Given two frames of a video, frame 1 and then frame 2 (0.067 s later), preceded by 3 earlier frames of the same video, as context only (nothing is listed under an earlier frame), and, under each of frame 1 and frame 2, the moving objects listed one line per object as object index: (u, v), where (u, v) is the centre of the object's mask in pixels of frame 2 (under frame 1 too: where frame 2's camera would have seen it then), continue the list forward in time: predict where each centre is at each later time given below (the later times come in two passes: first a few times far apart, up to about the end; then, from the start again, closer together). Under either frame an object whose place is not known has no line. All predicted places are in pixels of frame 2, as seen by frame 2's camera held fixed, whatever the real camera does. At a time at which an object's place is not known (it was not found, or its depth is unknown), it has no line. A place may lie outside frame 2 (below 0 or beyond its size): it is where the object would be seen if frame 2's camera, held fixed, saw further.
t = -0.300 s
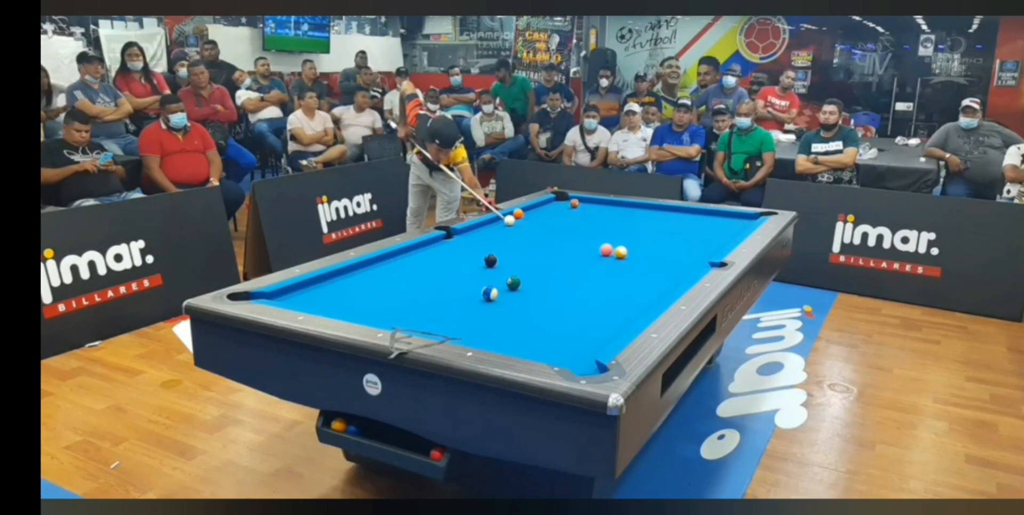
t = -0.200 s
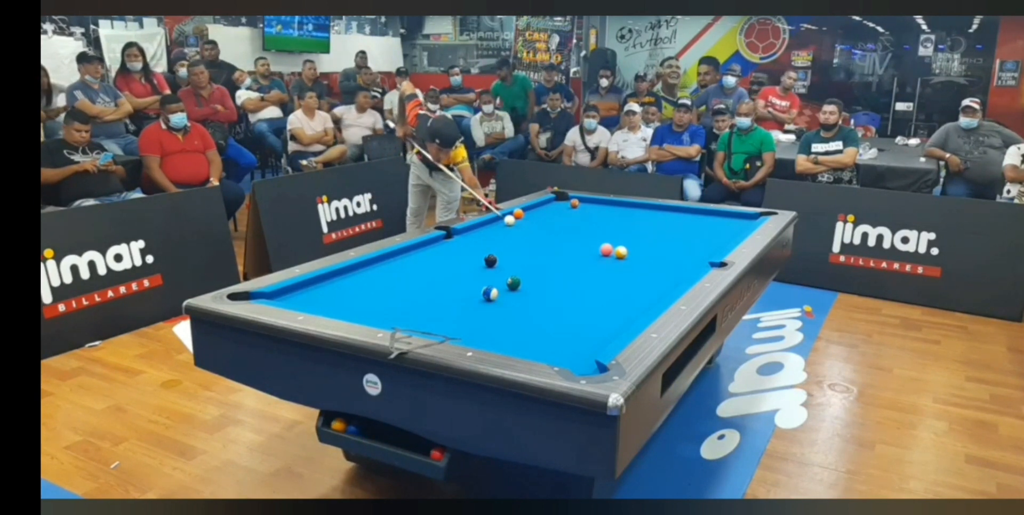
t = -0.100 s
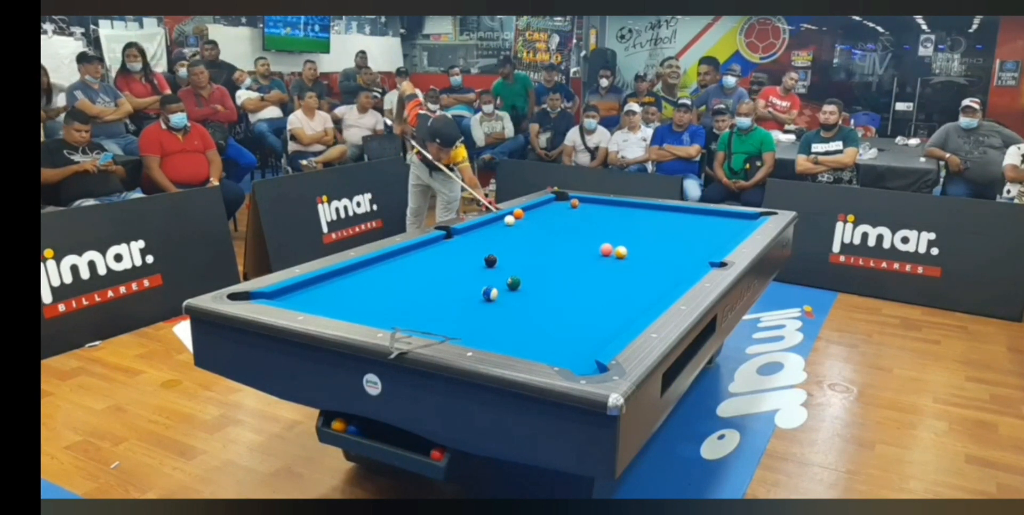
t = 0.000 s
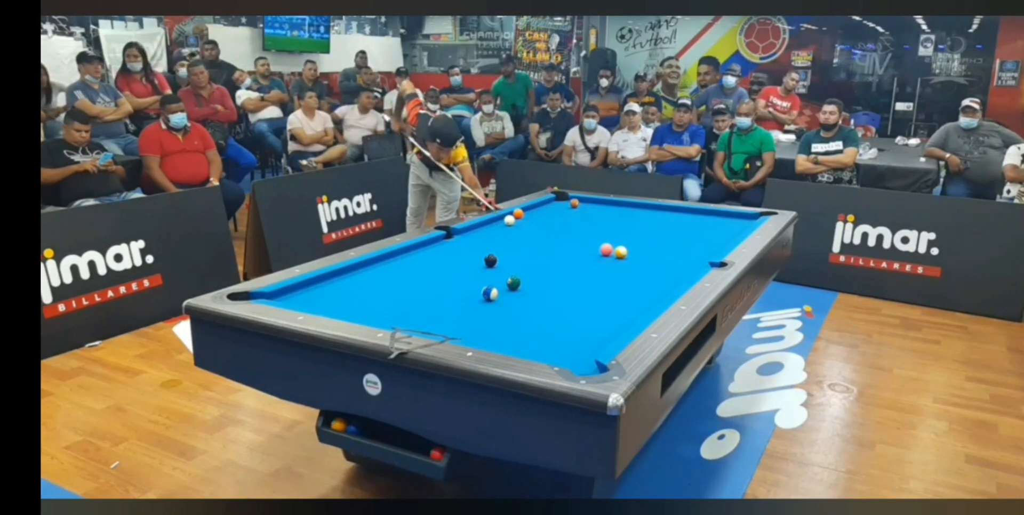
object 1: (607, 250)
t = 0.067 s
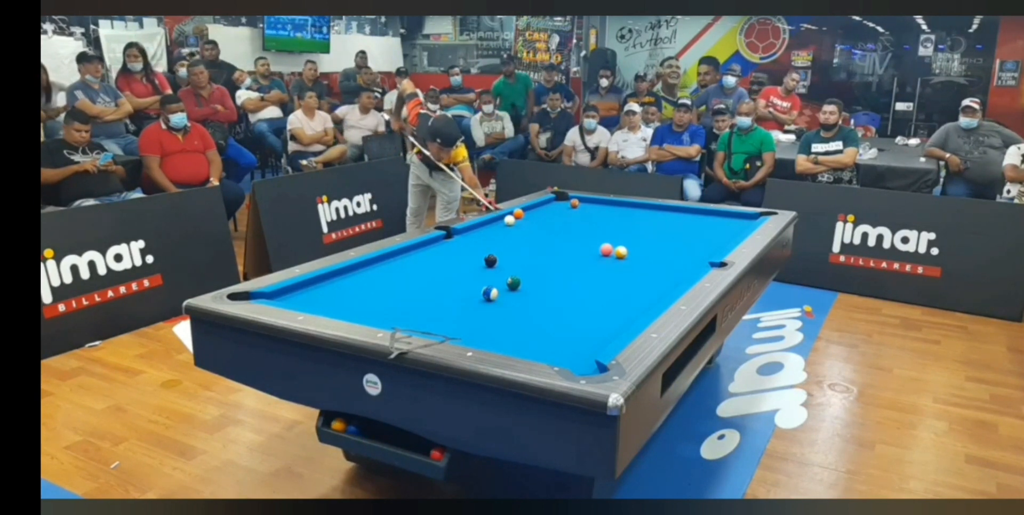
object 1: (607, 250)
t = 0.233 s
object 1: (608, 250)
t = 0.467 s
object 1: (608, 250)
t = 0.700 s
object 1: (610, 251)
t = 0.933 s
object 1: (607, 253)
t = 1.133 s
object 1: (606, 255)
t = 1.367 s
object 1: (603, 257)
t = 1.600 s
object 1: (602, 258)
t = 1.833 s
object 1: (600, 260)
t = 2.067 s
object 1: (599, 261)
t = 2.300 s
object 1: (598, 262)
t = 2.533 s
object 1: (597, 263)
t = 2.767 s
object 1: (596, 264)
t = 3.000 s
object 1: (596, 265)
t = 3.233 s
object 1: (596, 265)
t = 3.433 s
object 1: (596, 265)
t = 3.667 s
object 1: (596, 265)
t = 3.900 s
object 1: (596, 265)
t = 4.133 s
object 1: (596, 265)
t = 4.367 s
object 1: (596, 265)
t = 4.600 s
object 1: (596, 265)
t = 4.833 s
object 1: (596, 265)
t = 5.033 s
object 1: (595, 265)
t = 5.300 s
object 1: (595, 265)
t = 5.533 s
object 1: (595, 265)
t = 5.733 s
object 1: (595, 265)
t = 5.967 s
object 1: (595, 265)
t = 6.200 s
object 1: (595, 265)
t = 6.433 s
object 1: (595, 265)
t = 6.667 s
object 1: (595, 265)
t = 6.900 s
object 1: (595, 265)
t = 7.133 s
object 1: (595, 265)
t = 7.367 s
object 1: (595, 265)
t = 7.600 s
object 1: (595, 265)
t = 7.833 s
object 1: (595, 265)
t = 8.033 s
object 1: (596, 265)
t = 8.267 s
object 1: (596, 265)
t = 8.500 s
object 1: (596, 265)
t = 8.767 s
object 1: (596, 265)
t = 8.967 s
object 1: (596, 265)
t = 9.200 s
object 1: (596, 265)
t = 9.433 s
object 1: (596, 265)
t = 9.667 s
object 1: (596, 265)
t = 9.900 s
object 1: (596, 265)
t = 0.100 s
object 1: (607, 250)
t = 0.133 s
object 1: (607, 250)
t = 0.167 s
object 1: (607, 250)
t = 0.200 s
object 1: (607, 250)
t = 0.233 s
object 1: (608, 250)
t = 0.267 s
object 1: (607, 250)
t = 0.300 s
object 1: (607, 250)
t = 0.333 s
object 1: (607, 250)
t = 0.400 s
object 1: (607, 250)
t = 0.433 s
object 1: (607, 250)
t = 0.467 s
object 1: (608, 250)
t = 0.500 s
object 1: (608, 250)
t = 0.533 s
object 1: (607, 250)
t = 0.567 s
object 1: (607, 250)
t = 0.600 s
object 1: (609, 250)
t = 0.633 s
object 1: (610, 251)
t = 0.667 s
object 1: (610, 251)
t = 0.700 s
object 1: (610, 251)
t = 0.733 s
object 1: (609, 251)
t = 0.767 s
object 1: (609, 252)
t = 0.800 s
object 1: (608, 252)
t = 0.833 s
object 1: (608, 253)
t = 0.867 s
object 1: (608, 253)
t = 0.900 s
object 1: (607, 253)
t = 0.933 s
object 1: (607, 253)
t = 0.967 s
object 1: (607, 254)
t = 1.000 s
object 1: (607, 254)
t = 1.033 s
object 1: (606, 254)
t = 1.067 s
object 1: (606, 254)
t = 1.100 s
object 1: (606, 255)
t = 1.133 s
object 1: (606, 255)
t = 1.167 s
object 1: (605, 255)
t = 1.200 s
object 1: (605, 255)
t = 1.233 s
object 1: (605, 256)
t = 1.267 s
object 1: (604, 256)
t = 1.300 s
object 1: (604, 256)
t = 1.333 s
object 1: (604, 256)
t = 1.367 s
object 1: (603, 257)
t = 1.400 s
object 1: (603, 257)
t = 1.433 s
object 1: (603, 257)
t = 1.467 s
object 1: (603, 257)
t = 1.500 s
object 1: (602, 257)
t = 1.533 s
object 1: (602, 258)
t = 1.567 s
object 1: (602, 258)
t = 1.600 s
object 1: (602, 258)
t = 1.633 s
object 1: (602, 258)
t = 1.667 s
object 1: (601, 259)
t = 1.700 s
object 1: (601, 259)
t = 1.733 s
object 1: (601, 259)
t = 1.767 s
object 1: (601, 259)
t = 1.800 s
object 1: (601, 259)
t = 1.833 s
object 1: (600, 260)
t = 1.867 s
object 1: (600, 260)
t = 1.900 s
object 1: (600, 260)
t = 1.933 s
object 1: (600, 260)
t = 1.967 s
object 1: (600, 260)
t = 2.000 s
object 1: (599, 261)
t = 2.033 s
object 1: (599, 261)
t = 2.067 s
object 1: (599, 261)
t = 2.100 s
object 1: (599, 261)
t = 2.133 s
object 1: (599, 261)
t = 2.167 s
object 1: (599, 262)
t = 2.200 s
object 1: (598, 262)
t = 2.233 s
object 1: (598, 262)
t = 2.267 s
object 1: (598, 262)
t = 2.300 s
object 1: (598, 262)
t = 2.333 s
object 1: (598, 262)
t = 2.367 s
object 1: (598, 263)
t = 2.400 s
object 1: (597, 263)
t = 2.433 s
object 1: (597, 263)
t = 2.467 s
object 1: (597, 263)
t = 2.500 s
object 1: (597, 263)
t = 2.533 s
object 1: (597, 263)
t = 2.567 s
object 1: (597, 263)
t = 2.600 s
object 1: (597, 264)
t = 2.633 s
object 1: (597, 264)
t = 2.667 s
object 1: (597, 264)
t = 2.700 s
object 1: (597, 264)
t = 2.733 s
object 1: (597, 264)
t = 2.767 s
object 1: (596, 264)
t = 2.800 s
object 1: (596, 264)
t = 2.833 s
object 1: (596, 264)
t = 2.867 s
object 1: (596, 264)
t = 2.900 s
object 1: (596, 264)
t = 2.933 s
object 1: (597, 265)
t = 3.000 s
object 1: (596, 265)
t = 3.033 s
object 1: (596, 265)
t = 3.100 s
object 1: (596, 265)
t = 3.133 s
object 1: (596, 265)
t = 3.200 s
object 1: (596, 265)
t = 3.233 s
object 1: (596, 265)
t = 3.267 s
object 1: (596, 265)
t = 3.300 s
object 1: (596, 265)
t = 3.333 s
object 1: (596, 265)
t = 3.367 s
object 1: (596, 265)
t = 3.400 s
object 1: (596, 265)
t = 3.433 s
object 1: (596, 265)
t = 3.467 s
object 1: (596, 265)
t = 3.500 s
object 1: (596, 265)
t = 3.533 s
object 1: (596, 265)
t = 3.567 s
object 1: (596, 265)
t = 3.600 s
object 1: (596, 265)
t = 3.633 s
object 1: (596, 265)
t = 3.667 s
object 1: (596, 265)
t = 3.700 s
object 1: (596, 265)
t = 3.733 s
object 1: (596, 265)
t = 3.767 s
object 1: (596, 265)
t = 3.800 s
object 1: (596, 265)
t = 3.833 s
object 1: (596, 265)
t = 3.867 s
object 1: (596, 265)
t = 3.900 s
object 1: (596, 265)
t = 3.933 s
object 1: (596, 265)
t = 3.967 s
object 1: (596, 265)
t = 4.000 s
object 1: (596, 265)
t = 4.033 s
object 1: (596, 265)
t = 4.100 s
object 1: (596, 265)
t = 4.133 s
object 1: (596, 265)
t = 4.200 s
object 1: (596, 265)
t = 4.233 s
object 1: (596, 265)
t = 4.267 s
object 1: (596, 265)
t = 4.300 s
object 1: (596, 265)
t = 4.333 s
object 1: (596, 265)
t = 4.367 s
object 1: (596, 265)
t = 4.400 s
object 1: (596, 265)
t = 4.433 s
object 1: (596, 265)
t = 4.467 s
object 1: (596, 265)
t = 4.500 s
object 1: (596, 265)
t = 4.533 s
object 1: (596, 265)
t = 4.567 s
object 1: (596, 265)
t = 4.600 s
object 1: (596, 265)
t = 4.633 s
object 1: (596, 265)
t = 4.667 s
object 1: (596, 265)
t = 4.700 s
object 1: (596, 265)
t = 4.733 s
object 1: (596, 265)
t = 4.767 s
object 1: (596, 265)
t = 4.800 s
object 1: (596, 265)
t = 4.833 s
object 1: (596, 265)
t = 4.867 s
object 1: (596, 265)
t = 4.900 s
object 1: (596, 265)
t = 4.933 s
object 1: (596, 265)
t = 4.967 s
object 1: (596, 265)
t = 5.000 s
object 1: (596, 265)
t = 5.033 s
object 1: (595, 265)
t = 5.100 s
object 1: (595, 265)
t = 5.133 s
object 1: (595, 265)
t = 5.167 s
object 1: (595, 265)
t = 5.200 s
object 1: (595, 265)
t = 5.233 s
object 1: (595, 265)
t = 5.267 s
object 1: (595, 265)
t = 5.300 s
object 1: (595, 265)
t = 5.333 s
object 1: (595, 265)
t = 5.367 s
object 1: (595, 265)
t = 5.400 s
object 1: (595, 265)
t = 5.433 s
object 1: (595, 265)
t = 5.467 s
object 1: (595, 265)
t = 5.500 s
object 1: (595, 265)
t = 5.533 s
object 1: (595, 265)
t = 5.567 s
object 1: (595, 265)
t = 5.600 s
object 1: (595, 265)
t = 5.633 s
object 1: (595, 265)
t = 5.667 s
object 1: (595, 265)
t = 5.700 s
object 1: (595, 265)
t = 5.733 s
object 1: (595, 265)
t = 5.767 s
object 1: (595, 265)
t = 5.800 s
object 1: (595, 265)
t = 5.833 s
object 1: (595, 265)
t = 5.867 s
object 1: (595, 265)
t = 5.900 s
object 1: (595, 265)
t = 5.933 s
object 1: (595, 265)
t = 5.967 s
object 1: (595, 265)
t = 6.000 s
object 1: (595, 265)
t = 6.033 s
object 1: (595, 265)
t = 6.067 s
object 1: (595, 265)
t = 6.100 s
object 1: (595, 265)
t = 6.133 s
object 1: (595, 265)
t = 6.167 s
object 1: (595, 265)
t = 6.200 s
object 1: (595, 265)
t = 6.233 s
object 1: (595, 265)
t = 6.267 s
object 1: (595, 265)
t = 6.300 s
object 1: (595, 265)
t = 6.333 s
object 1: (595, 265)
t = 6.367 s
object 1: (595, 265)
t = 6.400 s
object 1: (595, 265)
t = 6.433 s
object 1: (595, 265)
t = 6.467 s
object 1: (595, 265)
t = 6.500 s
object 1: (595, 265)
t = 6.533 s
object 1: (595, 265)
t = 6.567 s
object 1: (595, 265)
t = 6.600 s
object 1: (595, 265)
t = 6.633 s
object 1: (595, 265)
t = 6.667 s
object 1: (595, 265)
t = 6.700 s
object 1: (595, 265)
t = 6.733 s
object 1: (595, 265)
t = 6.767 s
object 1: (595, 265)
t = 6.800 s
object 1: (595, 265)
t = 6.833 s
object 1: (595, 265)
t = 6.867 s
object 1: (595, 265)
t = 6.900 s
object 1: (595, 265)
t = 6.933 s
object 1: (595, 265)
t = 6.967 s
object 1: (595, 265)
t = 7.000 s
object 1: (595, 265)
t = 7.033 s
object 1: (595, 265)
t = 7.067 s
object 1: (595, 265)
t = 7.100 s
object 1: (595, 265)
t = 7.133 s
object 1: (595, 265)
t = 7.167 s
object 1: (595, 265)
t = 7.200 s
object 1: (595, 265)
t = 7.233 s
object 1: (595, 265)
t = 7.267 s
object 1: (595, 265)
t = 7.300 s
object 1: (595, 265)
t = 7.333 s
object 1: (595, 265)
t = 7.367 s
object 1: (595, 265)
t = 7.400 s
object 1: (595, 265)
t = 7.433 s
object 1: (596, 265)
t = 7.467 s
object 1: (595, 265)
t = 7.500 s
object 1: (596, 265)
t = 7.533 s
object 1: (595, 265)
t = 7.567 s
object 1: (595, 265)
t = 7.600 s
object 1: (595, 265)
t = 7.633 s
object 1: (596, 265)
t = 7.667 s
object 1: (595, 265)
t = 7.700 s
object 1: (596, 265)
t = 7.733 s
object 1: (596, 265)
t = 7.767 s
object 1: (595, 265)
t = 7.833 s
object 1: (595, 265)
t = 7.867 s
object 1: (596, 265)
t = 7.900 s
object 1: (596, 265)
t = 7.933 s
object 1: (596, 265)
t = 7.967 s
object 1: (596, 265)
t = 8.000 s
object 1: (596, 265)
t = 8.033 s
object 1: (596, 265)
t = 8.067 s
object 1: (596, 265)
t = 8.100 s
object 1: (596, 265)
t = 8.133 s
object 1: (596, 265)
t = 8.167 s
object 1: (596, 265)
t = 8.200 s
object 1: (596, 265)
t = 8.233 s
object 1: (596, 265)
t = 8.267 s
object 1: (596, 265)
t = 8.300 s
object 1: (596, 265)
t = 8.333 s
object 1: (596, 265)
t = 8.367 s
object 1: (596, 265)
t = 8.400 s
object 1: (596, 265)
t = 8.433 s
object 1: (595, 265)
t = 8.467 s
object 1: (596, 265)
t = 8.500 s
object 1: (596, 265)
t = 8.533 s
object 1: (596, 265)
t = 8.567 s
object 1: (596, 265)
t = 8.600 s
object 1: (595, 265)
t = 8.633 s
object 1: (595, 265)
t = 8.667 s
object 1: (596, 265)
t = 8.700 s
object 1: (596, 265)
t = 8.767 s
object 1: (596, 265)
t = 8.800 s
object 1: (595, 265)
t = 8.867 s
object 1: (596, 265)
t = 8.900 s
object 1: (595, 265)
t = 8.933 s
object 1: (595, 265)
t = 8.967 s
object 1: (596, 265)
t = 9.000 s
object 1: (596, 265)
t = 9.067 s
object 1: (596, 265)
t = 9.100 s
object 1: (596, 265)
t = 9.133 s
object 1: (596, 265)
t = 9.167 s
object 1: (596, 265)
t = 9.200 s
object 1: (596, 265)
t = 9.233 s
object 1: (596, 265)
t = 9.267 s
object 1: (596, 265)
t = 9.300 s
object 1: (596, 265)
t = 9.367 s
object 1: (596, 265)
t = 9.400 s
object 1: (596, 265)
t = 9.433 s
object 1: (596, 265)
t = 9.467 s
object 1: (596, 265)
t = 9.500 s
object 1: (596, 265)
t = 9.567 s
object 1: (596, 265)
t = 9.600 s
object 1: (596, 265)
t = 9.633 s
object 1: (596, 265)
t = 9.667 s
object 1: (596, 265)
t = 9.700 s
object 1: (596, 265)
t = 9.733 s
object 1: (596, 265)
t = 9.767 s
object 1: (596, 265)
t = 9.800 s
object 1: (596, 265)
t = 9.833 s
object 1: (596, 265)
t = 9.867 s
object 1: (596, 265)
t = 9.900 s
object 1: (596, 265)
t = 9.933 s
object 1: (596, 265)
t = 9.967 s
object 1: (596, 265)
